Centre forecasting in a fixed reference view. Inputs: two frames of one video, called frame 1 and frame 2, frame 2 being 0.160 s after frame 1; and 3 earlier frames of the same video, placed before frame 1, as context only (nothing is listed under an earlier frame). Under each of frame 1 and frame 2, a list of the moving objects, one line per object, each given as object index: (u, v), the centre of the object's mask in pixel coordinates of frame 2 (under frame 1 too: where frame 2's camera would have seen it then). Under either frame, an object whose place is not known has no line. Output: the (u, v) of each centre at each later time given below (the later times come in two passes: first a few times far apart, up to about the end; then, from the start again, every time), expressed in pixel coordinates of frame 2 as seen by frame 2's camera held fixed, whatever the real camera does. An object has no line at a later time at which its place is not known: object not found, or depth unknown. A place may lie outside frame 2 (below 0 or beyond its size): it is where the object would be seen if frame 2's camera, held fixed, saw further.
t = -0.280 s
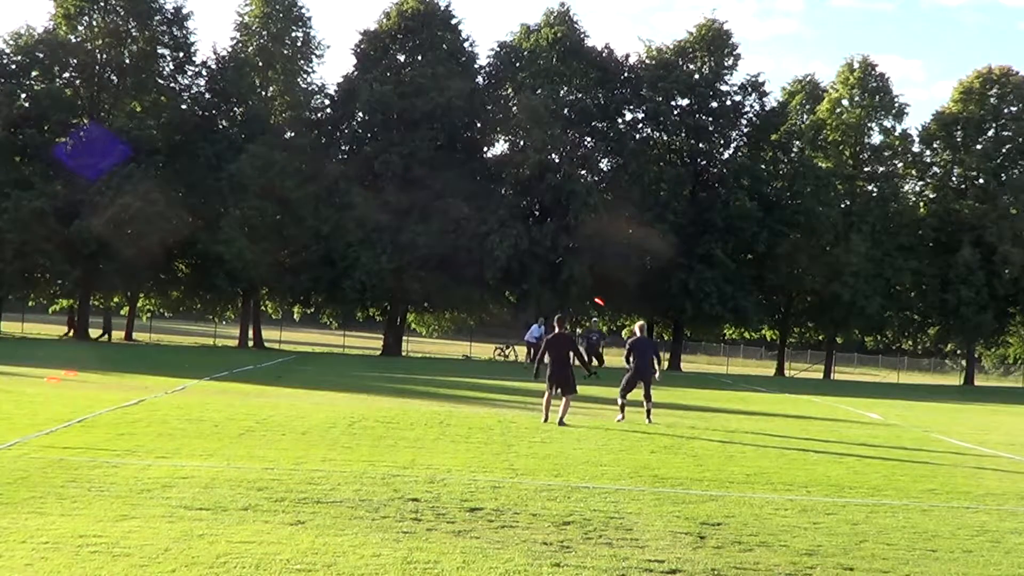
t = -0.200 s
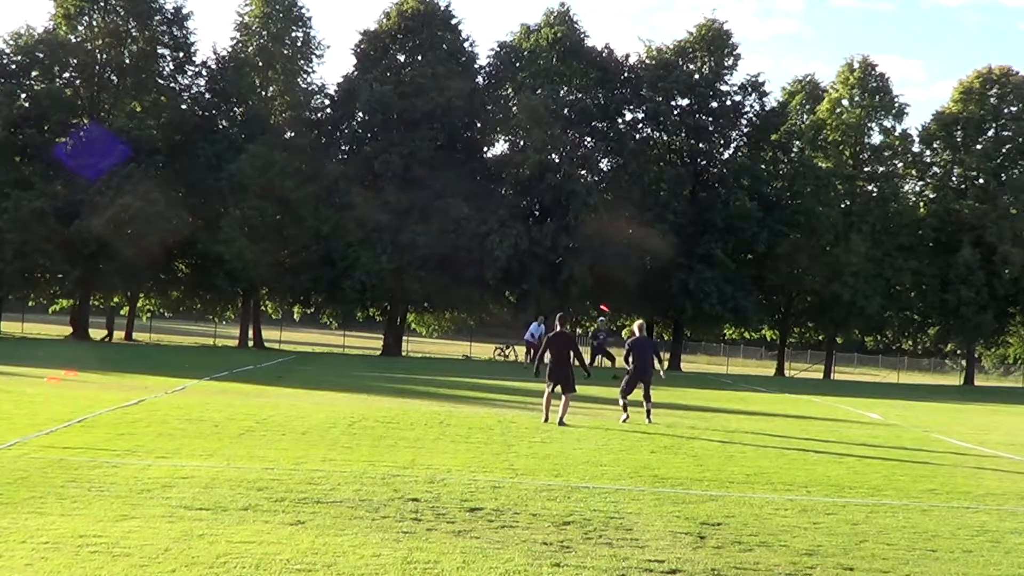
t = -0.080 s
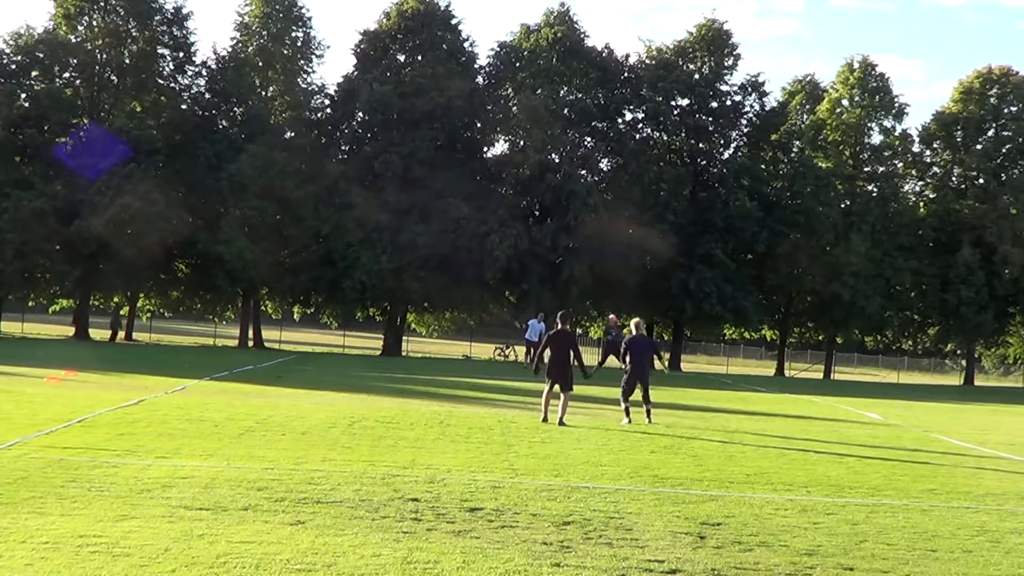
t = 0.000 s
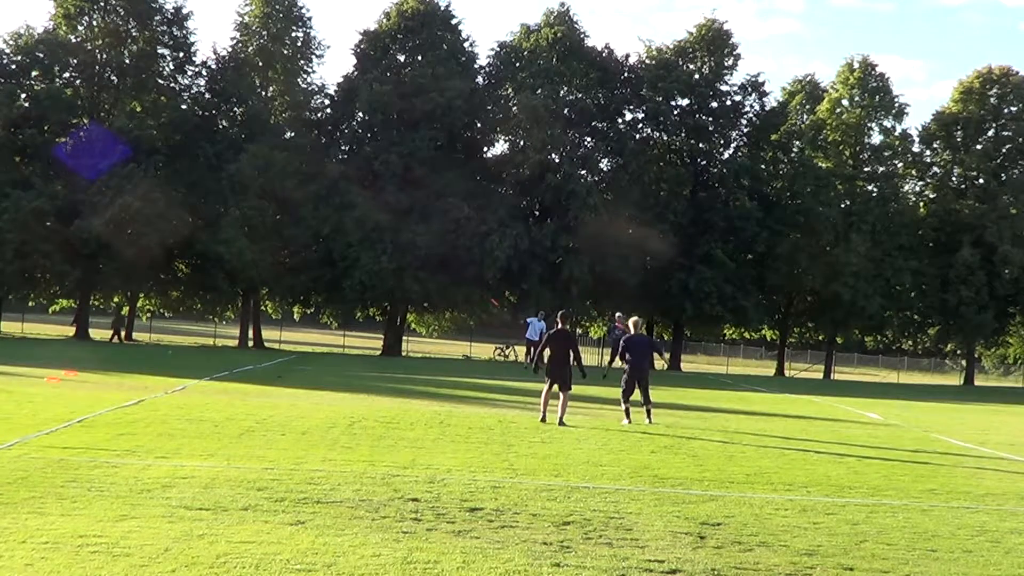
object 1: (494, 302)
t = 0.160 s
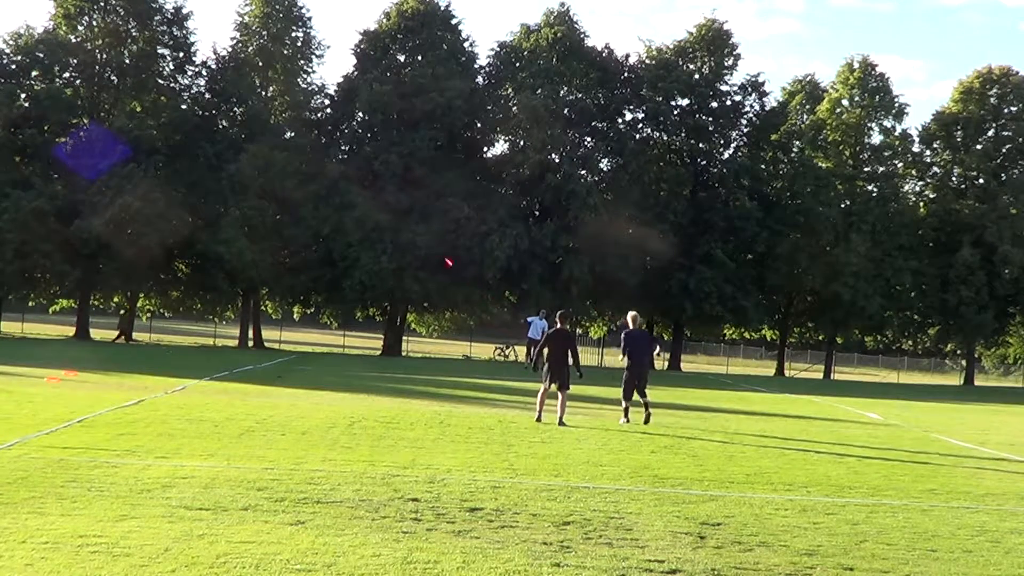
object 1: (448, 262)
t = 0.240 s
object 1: (427, 243)
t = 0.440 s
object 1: (374, 203)
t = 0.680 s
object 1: (312, 166)
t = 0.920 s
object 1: (255, 138)
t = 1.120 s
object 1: (212, 123)
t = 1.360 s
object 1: (169, 113)
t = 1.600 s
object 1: (137, 110)
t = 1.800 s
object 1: (116, 118)
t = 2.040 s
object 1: (98, 137)
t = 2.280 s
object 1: (92, 171)
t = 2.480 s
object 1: (96, 210)
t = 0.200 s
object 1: (438, 251)
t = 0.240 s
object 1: (427, 243)
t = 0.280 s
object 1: (416, 234)
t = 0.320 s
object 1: (405, 226)
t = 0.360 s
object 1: (394, 218)
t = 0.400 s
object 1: (384, 211)
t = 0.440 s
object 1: (374, 203)
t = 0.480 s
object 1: (363, 196)
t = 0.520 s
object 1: (353, 190)
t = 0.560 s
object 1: (343, 183)
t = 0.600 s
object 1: (332, 176)
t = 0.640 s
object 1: (322, 171)
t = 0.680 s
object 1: (312, 166)
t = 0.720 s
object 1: (302, 161)
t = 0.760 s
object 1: (293, 155)
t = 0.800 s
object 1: (283, 149)
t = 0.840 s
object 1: (274, 145)
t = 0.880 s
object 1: (264, 141)
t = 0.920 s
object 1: (255, 138)
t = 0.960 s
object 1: (246, 135)
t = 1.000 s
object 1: (237, 132)
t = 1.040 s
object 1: (228, 128)
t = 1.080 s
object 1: (221, 126)
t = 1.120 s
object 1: (212, 123)
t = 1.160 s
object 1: (204, 121)
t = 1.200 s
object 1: (197, 119)
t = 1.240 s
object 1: (189, 117)
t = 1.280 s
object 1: (183, 115)
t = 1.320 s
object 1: (177, 113)
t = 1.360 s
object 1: (169, 113)
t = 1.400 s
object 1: (163, 112)
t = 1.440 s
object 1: (157, 111)
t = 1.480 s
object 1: (151, 110)
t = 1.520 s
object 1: (146, 110)
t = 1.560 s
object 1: (141, 110)
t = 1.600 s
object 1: (137, 110)
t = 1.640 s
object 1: (131, 111)
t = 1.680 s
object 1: (127, 112)
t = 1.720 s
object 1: (123, 113)
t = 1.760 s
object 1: (119, 115)
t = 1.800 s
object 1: (116, 118)
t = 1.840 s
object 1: (111, 120)
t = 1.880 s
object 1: (108, 122)
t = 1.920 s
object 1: (105, 126)
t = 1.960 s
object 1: (103, 129)
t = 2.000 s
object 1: (100, 133)
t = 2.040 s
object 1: (98, 137)
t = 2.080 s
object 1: (96, 141)
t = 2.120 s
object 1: (94, 147)
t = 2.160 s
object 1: (93, 152)
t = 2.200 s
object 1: (92, 158)
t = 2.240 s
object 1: (92, 164)
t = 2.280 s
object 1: (92, 171)
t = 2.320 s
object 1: (93, 178)
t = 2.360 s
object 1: (93, 185)
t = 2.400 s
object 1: (94, 193)
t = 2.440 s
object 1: (95, 200)
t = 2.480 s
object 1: (96, 210)
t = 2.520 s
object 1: (98, 219)
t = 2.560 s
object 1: (100, 229)
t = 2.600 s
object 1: (102, 240)
